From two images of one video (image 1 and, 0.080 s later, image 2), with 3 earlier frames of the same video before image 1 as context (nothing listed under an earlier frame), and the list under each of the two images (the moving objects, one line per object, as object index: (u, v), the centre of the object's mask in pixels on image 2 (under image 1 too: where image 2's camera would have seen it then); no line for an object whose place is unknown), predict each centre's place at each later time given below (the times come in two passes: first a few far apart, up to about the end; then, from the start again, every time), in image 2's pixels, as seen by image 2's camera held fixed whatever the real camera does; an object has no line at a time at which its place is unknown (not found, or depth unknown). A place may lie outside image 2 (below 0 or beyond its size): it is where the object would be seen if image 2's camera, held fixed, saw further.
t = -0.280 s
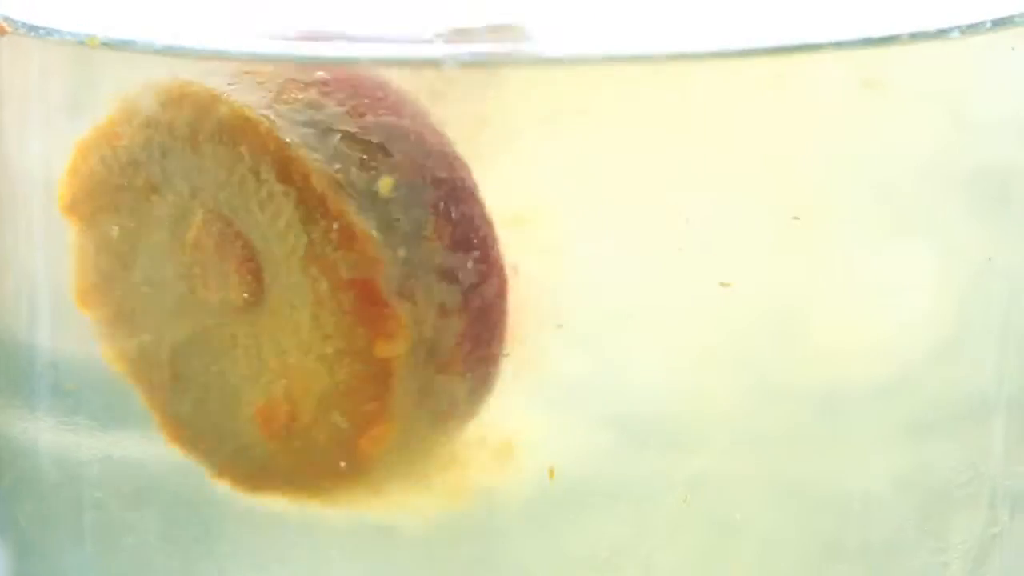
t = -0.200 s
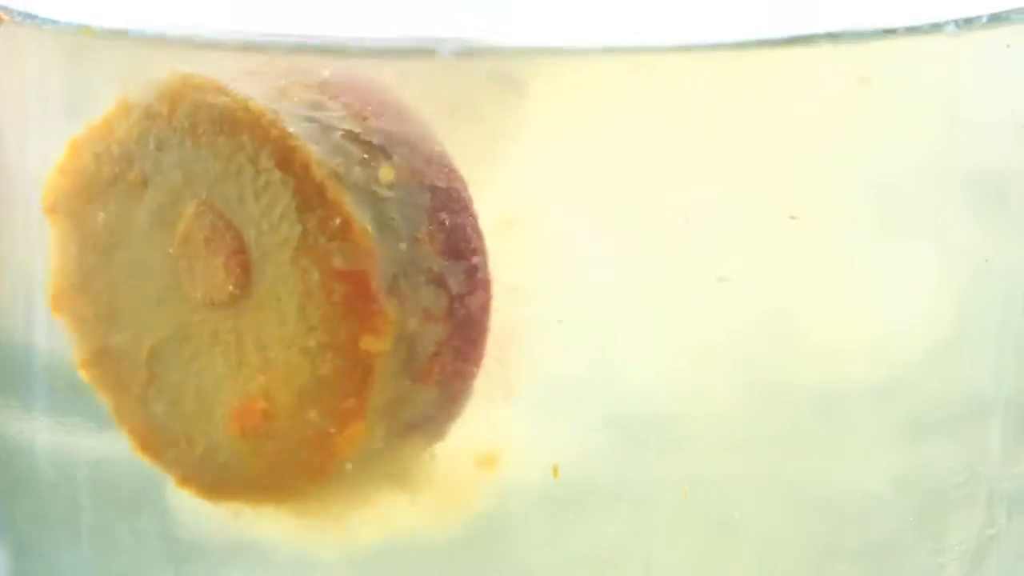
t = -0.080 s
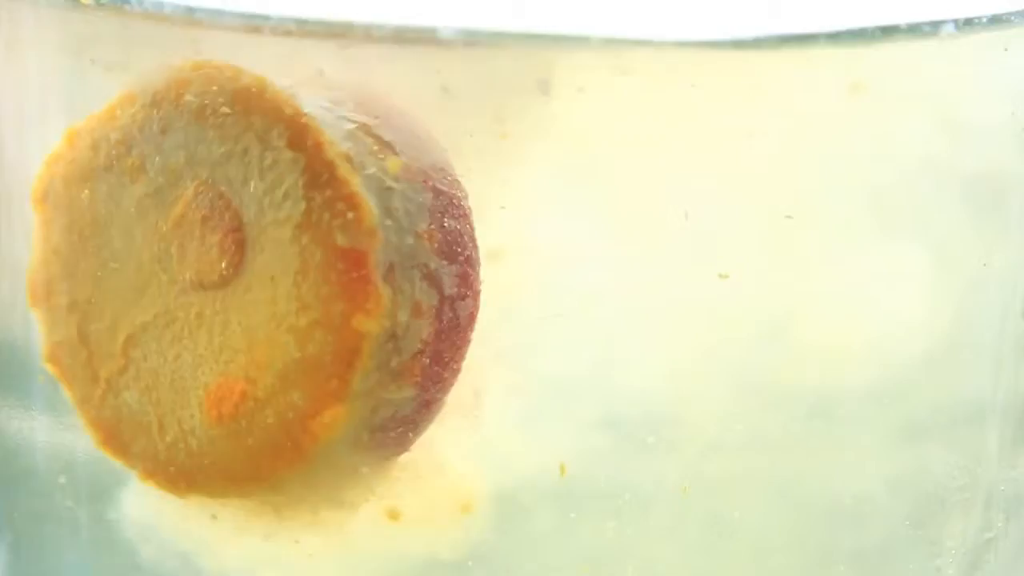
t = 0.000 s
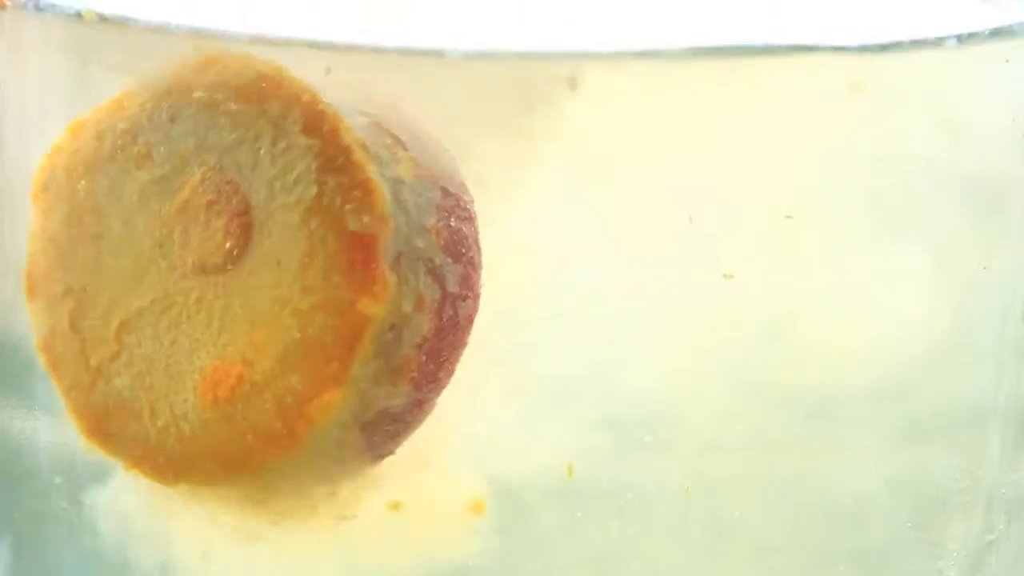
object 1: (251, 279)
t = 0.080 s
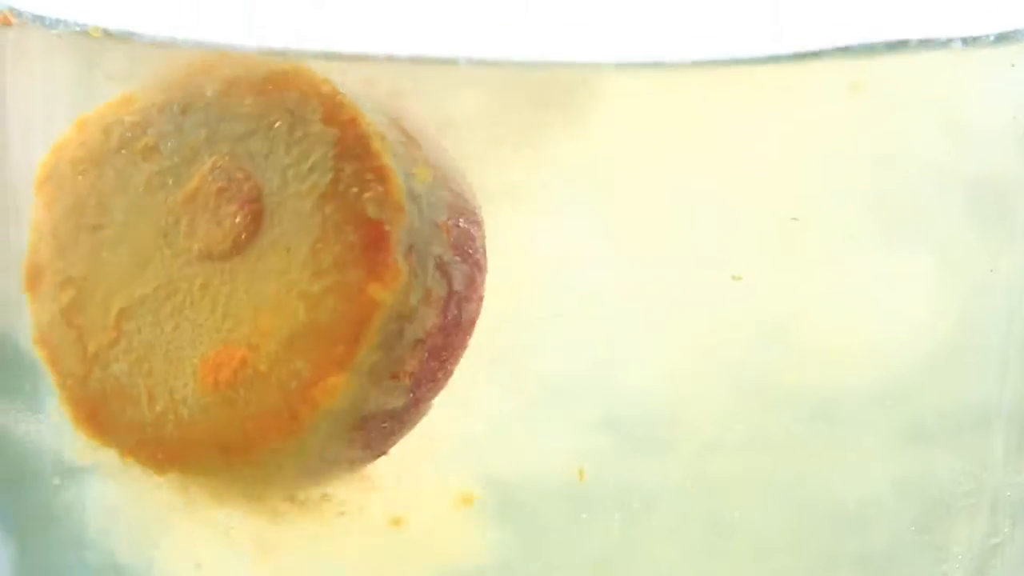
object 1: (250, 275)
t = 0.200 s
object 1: (246, 269)
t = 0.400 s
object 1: (242, 243)
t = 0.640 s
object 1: (244, 192)
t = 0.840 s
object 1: (250, 169)
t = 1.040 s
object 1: (259, 143)
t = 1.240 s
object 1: (270, 133)
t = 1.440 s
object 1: (275, 125)
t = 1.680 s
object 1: (286, 140)
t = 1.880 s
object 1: (287, 138)
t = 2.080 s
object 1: (295, 129)
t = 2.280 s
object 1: (304, 136)
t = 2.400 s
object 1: (309, 141)
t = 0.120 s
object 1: (248, 274)
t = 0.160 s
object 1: (248, 270)
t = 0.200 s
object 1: (246, 269)
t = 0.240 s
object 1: (246, 267)
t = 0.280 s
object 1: (245, 263)
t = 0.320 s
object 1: (243, 258)
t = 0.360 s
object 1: (243, 249)
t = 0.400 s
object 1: (242, 243)
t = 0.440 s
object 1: (244, 234)
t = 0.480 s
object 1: (243, 227)
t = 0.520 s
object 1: (245, 217)
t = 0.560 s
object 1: (244, 207)
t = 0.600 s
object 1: (243, 200)
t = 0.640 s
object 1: (244, 192)
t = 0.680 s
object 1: (240, 188)
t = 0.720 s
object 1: (239, 184)
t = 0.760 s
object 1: (247, 178)
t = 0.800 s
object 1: (249, 173)
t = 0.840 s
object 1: (250, 169)
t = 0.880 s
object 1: (252, 165)
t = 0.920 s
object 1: (255, 160)
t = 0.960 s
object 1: (257, 154)
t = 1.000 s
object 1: (259, 148)
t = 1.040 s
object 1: (259, 143)
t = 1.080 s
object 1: (261, 138)
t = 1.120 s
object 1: (262, 136)
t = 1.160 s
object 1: (266, 135)
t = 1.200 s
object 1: (269, 134)
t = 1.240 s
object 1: (270, 133)
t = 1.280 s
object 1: (271, 131)
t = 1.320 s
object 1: (272, 129)
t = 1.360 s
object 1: (270, 126)
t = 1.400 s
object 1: (274, 125)
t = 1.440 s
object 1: (275, 125)
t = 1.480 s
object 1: (277, 127)
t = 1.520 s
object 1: (279, 130)
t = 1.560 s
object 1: (279, 133)
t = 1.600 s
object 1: (283, 136)
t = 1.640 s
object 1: (286, 139)
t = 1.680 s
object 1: (286, 140)
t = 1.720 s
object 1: (286, 141)
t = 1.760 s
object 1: (289, 141)
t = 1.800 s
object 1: (288, 141)
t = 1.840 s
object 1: (285, 140)
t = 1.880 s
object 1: (287, 138)
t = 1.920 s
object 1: (289, 136)
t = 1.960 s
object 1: (289, 133)
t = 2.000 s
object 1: (290, 131)
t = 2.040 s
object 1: (293, 130)
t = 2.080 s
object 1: (295, 129)
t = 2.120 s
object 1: (297, 130)
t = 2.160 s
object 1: (300, 131)
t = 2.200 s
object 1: (301, 133)
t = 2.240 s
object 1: (303, 134)
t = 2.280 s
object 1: (304, 136)
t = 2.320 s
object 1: (306, 138)
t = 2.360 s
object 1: (307, 140)
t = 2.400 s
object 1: (309, 141)
